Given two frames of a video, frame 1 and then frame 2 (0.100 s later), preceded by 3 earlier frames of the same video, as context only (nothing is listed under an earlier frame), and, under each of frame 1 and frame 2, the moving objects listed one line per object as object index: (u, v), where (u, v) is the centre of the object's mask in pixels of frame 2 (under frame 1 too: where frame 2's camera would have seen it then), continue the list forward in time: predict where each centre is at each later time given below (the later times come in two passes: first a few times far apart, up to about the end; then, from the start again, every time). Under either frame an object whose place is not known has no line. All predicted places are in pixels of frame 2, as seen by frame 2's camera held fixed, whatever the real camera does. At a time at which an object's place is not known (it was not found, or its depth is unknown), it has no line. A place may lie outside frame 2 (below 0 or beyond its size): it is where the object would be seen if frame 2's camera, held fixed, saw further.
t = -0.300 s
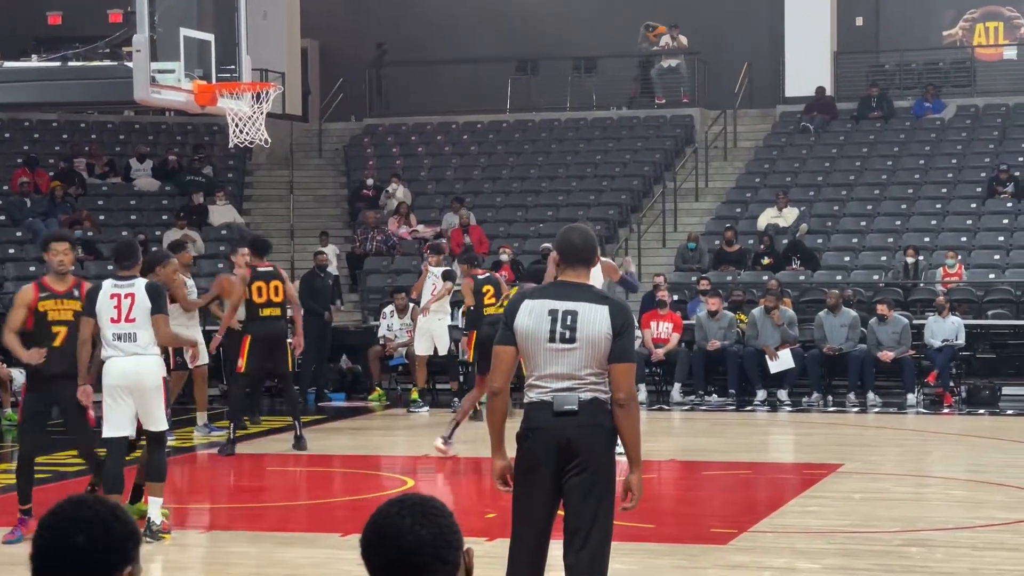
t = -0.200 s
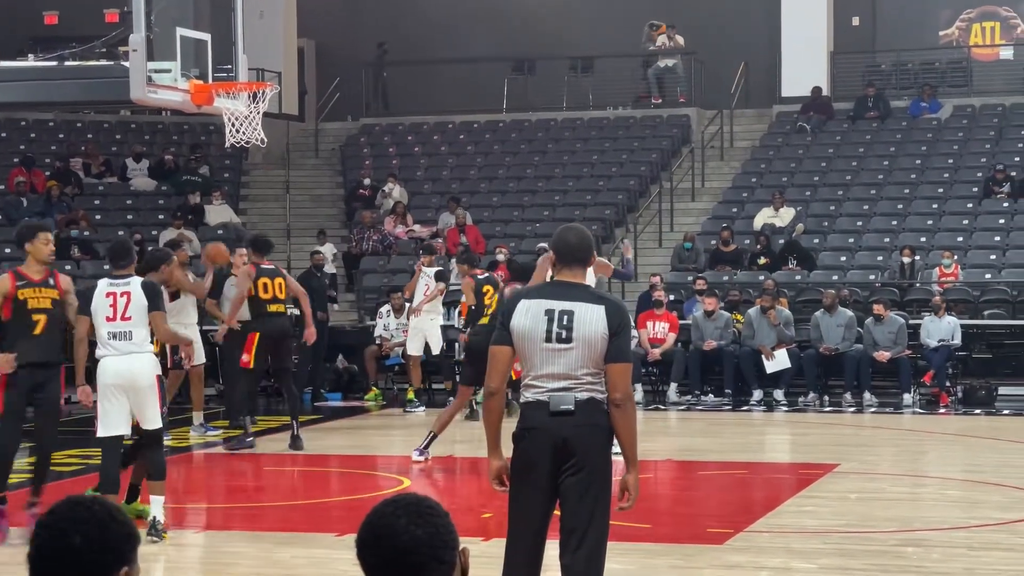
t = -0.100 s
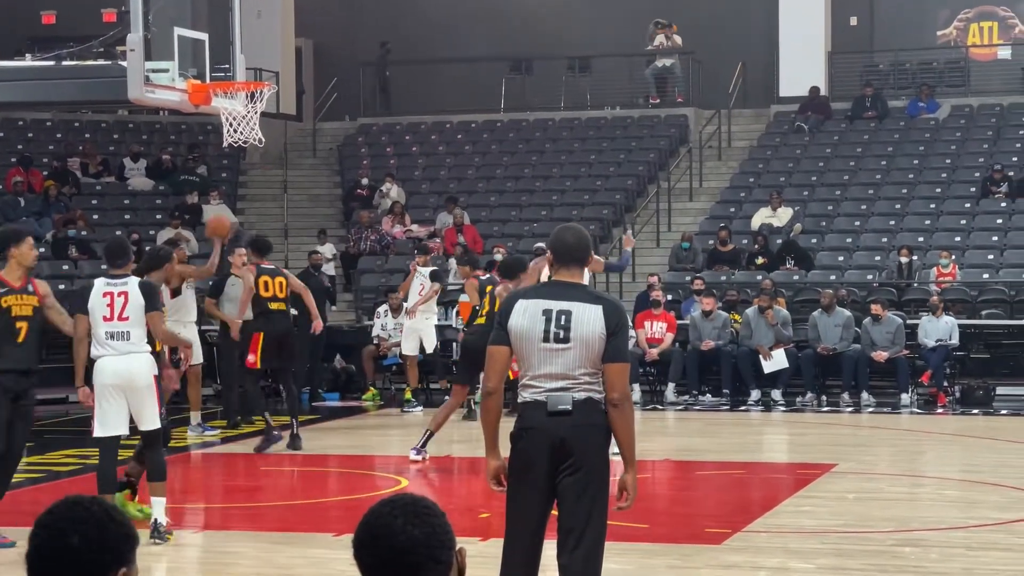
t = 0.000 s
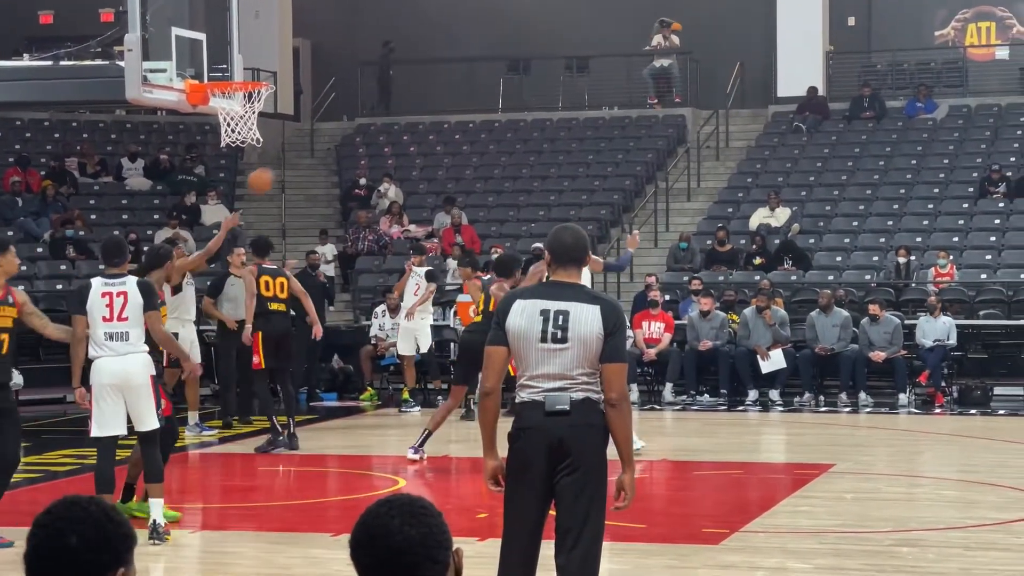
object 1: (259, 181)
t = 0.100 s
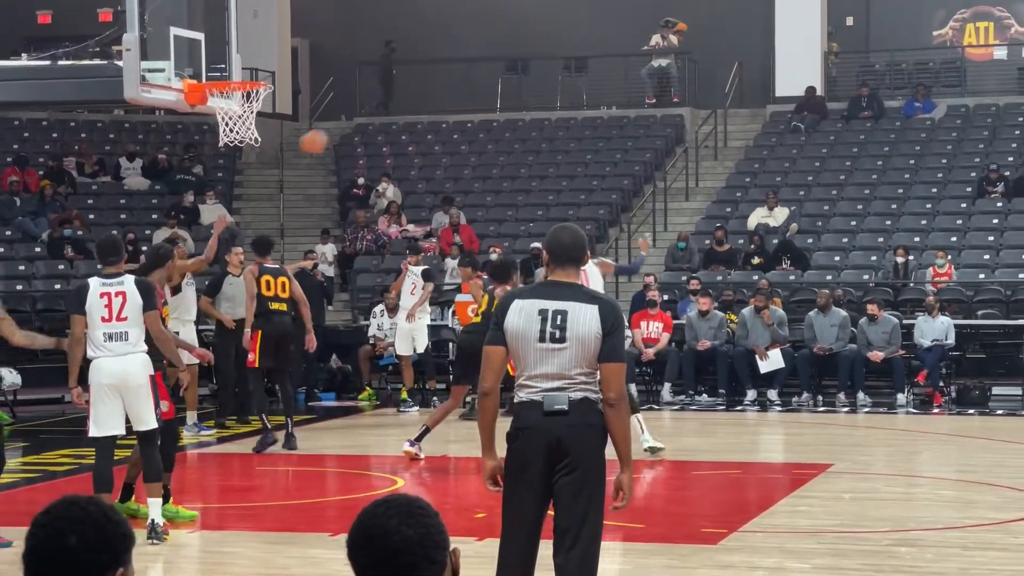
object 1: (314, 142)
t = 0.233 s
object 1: (387, 108)
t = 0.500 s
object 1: (538, 93)
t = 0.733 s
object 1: (673, 141)
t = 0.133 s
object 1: (332, 132)
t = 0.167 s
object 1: (350, 123)
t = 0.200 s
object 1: (369, 115)
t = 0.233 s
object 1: (387, 108)
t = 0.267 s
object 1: (406, 102)
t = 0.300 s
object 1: (424, 97)
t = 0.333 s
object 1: (443, 94)
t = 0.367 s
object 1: (462, 91)
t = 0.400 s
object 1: (481, 90)
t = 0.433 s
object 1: (500, 89)
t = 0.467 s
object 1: (519, 90)
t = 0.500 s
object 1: (538, 93)
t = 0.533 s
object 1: (557, 96)
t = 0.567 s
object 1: (576, 100)
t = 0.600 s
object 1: (595, 106)
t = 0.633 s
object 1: (615, 112)
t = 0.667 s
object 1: (634, 121)
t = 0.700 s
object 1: (653, 131)
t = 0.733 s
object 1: (673, 141)
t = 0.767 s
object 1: (692, 153)
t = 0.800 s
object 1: (712, 165)
